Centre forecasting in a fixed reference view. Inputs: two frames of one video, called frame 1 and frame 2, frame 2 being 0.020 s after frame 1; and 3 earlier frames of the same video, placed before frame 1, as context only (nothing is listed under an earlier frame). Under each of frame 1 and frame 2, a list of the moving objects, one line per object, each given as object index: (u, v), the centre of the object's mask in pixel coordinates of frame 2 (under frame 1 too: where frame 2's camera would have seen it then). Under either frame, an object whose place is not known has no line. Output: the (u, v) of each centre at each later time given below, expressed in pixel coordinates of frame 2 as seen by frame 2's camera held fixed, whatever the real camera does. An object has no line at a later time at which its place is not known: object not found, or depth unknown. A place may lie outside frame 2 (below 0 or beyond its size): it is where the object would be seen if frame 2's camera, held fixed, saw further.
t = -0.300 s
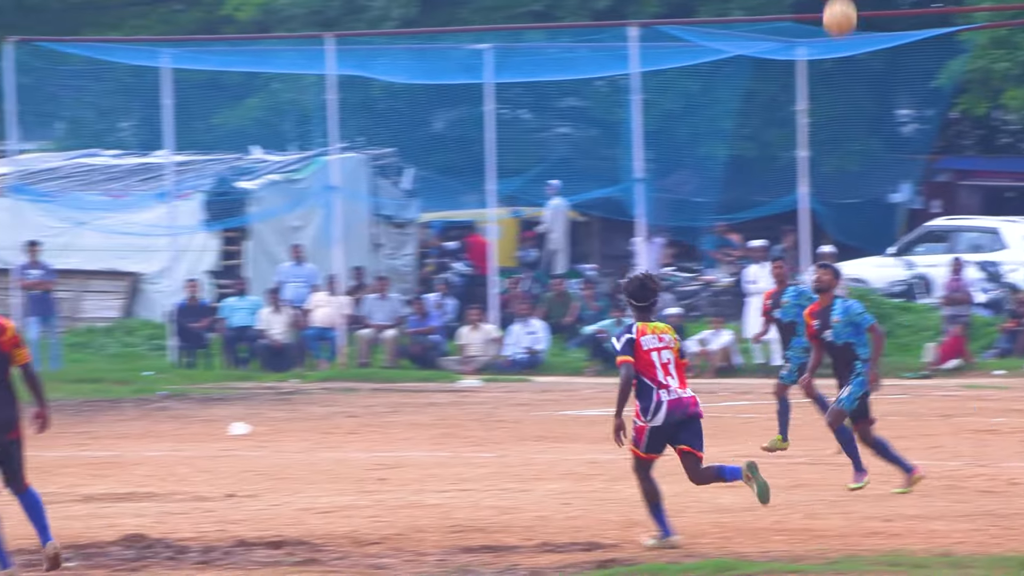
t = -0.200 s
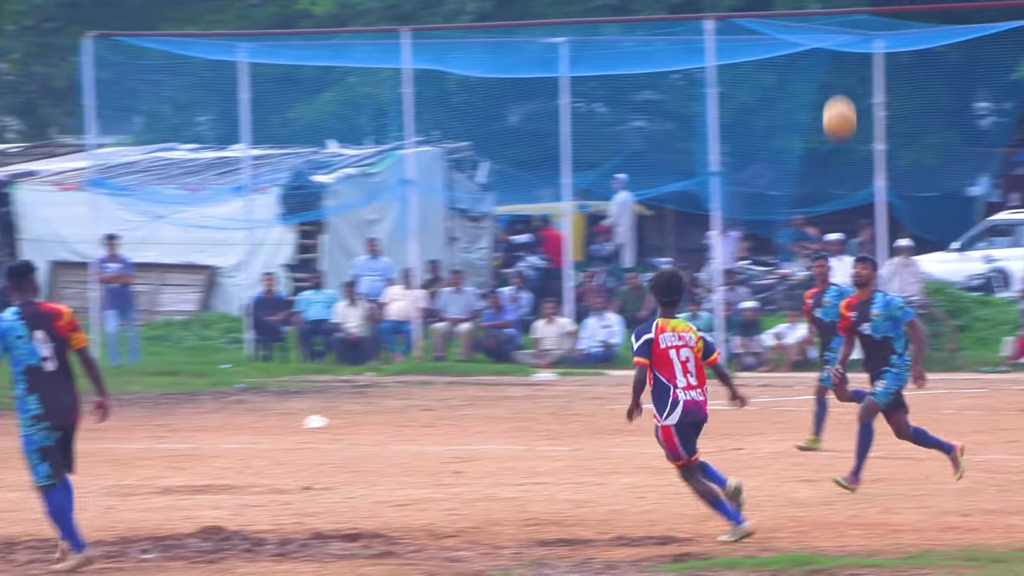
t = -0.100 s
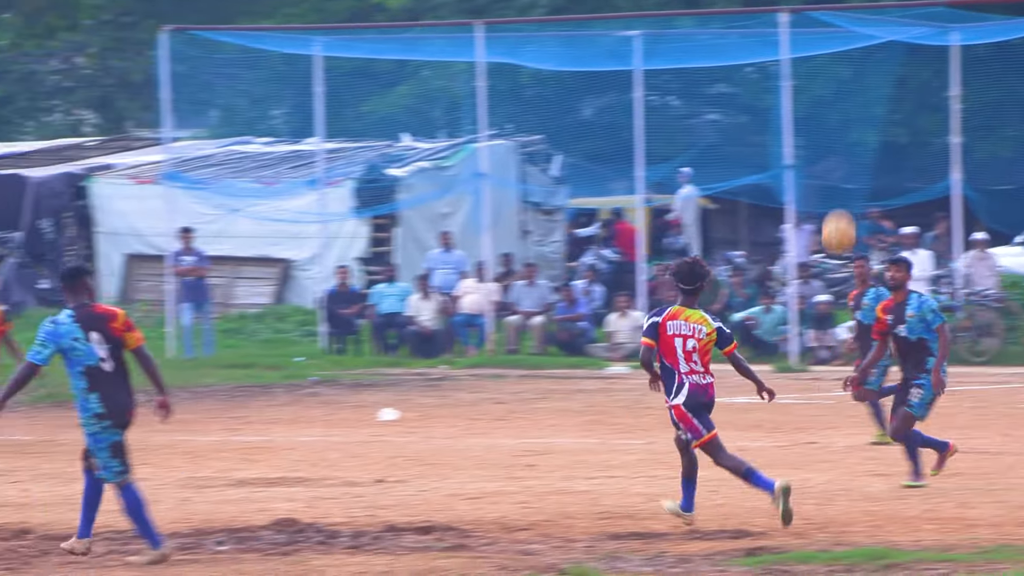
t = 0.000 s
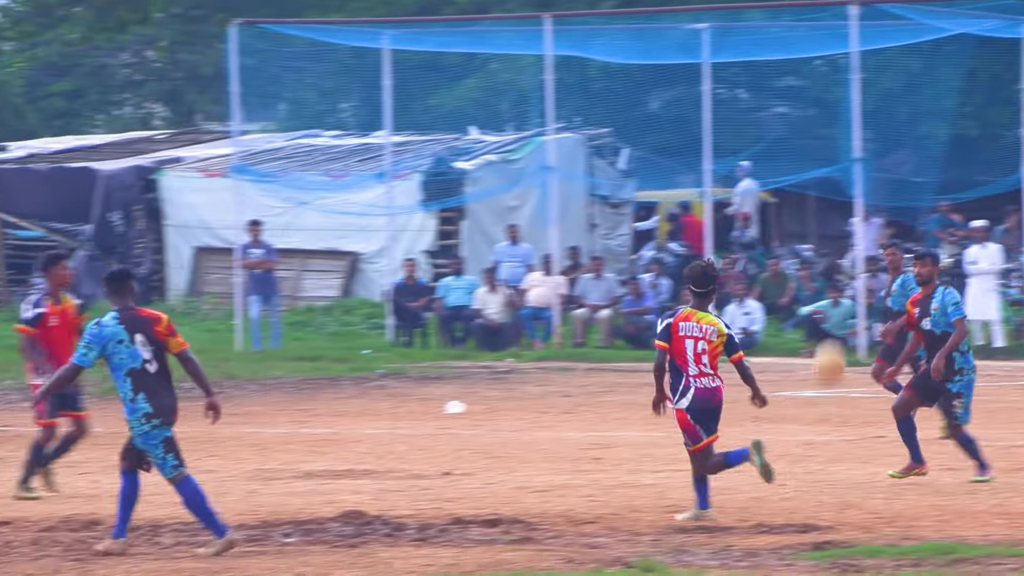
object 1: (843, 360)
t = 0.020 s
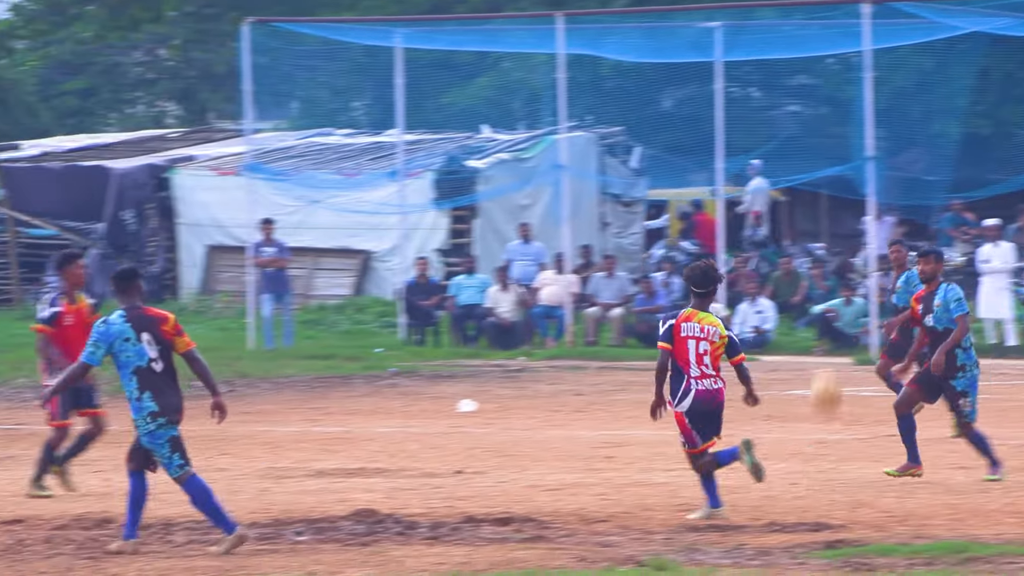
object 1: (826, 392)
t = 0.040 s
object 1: (810, 423)
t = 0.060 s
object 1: (796, 457)
